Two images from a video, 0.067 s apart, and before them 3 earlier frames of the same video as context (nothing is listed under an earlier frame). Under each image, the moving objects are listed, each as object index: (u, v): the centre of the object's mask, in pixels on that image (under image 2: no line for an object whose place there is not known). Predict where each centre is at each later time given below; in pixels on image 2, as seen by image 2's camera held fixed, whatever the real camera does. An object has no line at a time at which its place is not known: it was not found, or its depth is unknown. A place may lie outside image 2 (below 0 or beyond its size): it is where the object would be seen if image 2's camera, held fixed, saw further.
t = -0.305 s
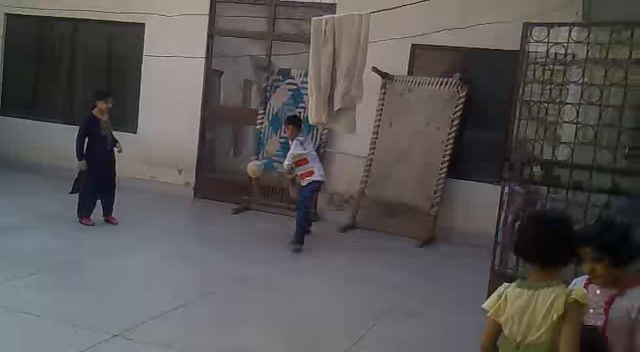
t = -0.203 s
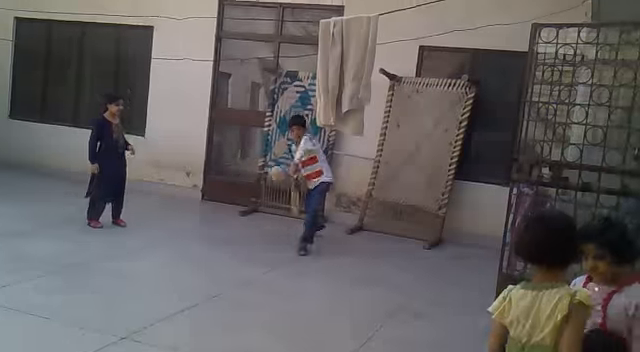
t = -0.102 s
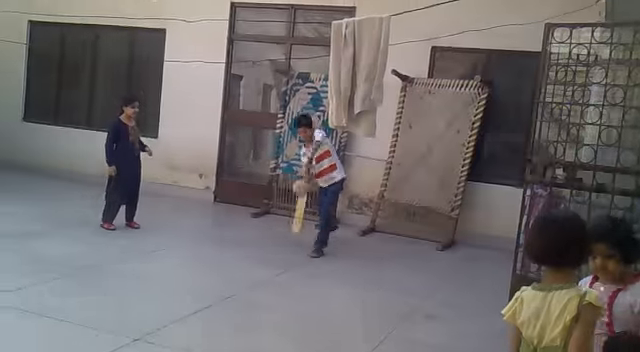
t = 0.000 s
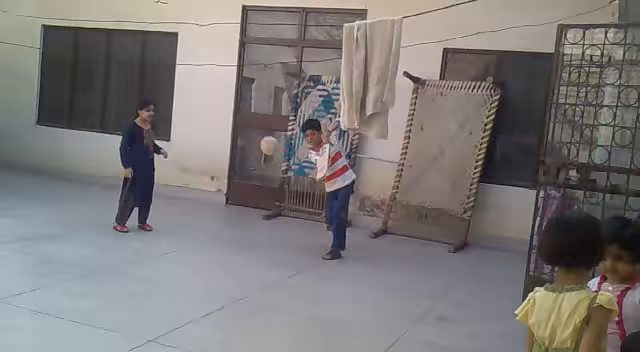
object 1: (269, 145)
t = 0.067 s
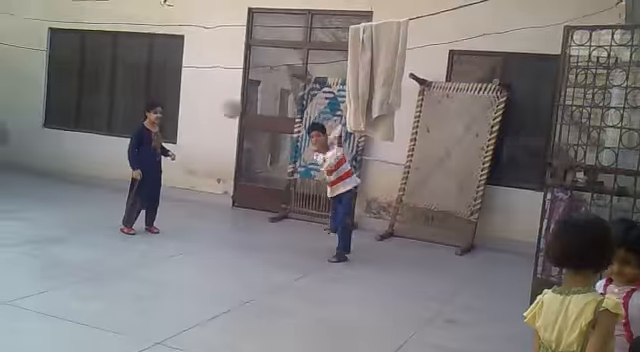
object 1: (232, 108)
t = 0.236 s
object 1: (65, 13)
